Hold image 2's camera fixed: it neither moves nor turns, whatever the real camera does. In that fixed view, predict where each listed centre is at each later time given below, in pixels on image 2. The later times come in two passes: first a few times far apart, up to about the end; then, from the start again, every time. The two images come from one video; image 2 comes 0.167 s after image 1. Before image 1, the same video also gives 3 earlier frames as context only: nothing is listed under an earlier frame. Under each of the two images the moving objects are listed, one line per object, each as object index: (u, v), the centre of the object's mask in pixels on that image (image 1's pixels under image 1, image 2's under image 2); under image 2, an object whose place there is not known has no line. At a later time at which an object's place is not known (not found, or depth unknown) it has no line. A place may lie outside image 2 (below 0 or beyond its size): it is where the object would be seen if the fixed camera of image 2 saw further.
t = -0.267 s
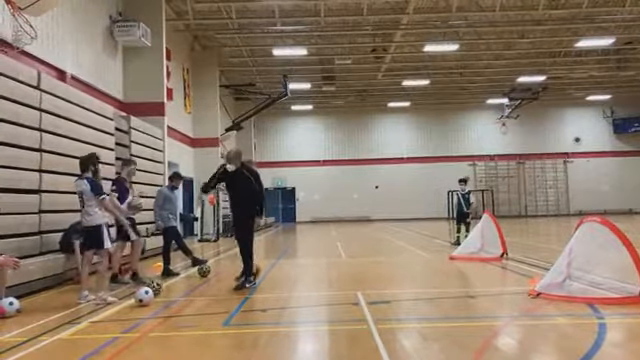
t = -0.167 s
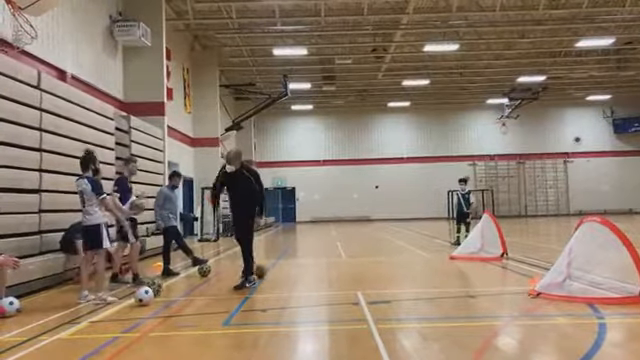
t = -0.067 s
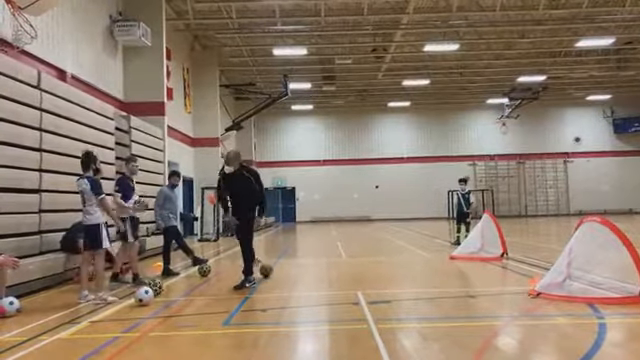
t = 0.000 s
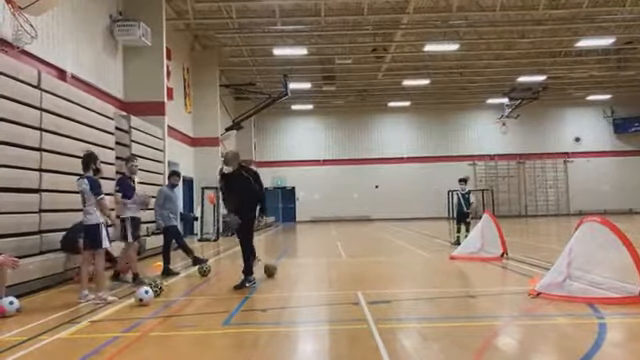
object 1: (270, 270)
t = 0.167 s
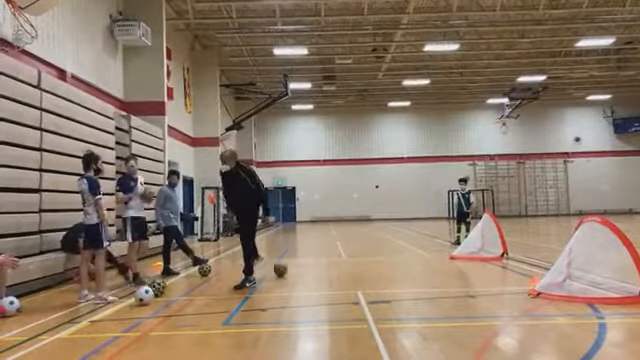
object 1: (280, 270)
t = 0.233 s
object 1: (284, 269)
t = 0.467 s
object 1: (298, 268)
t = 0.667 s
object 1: (309, 268)
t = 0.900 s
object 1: (322, 268)
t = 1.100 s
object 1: (333, 267)
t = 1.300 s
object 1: (344, 267)
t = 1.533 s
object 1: (356, 266)
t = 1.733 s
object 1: (366, 266)
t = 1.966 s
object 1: (378, 266)
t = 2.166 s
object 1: (388, 266)
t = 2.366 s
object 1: (398, 266)
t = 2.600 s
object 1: (409, 265)
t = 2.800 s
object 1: (419, 265)
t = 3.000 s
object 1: (428, 265)
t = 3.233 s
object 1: (439, 264)
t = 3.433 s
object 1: (448, 264)
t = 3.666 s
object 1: (459, 264)
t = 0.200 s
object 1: (282, 269)
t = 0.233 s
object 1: (284, 269)
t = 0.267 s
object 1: (286, 269)
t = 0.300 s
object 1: (288, 269)
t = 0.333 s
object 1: (290, 269)
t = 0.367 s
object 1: (292, 269)
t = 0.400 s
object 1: (294, 269)
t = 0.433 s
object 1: (296, 268)
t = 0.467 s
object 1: (298, 268)
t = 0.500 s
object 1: (300, 268)
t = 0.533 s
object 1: (302, 268)
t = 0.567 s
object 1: (303, 268)
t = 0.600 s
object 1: (305, 268)
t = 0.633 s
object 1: (307, 268)
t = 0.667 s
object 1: (309, 268)
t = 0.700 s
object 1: (311, 268)
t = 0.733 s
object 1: (313, 268)
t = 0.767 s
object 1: (315, 268)
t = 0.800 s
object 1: (317, 268)
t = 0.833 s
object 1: (319, 267)
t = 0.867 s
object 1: (321, 268)
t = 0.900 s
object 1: (322, 268)
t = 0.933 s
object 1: (324, 268)
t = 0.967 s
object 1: (326, 268)
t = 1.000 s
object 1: (328, 267)
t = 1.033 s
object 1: (329, 267)
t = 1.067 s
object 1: (331, 267)
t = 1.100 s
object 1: (333, 267)
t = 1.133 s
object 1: (335, 267)
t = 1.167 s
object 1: (337, 267)
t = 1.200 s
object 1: (338, 267)
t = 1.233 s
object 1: (340, 267)
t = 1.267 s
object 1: (342, 267)
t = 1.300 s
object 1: (344, 267)
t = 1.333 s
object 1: (345, 267)
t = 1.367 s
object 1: (347, 266)
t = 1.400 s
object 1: (349, 266)
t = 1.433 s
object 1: (351, 266)
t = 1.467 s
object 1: (353, 266)
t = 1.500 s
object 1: (354, 266)
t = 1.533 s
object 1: (356, 266)
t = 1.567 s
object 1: (358, 266)
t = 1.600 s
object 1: (359, 266)
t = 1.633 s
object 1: (361, 266)
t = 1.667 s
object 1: (363, 266)
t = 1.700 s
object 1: (365, 266)
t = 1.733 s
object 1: (366, 266)
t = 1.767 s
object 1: (368, 266)
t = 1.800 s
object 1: (370, 266)
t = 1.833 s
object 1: (372, 265)
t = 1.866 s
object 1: (373, 266)
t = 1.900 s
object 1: (375, 266)
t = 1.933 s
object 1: (377, 266)
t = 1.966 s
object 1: (378, 266)
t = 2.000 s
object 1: (380, 266)
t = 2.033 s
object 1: (381, 266)
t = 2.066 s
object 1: (383, 266)
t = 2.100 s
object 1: (384, 266)
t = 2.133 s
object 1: (387, 266)
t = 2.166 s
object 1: (388, 266)
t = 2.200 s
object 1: (390, 266)
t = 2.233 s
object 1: (392, 266)
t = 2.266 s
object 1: (393, 265)
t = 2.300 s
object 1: (395, 265)
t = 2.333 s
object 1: (396, 265)
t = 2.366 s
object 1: (398, 266)
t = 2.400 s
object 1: (400, 265)
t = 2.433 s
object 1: (401, 265)
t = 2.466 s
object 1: (403, 265)
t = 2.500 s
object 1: (405, 265)
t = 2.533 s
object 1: (406, 265)
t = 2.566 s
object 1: (408, 265)
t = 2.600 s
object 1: (409, 265)
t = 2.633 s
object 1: (410, 265)
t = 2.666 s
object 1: (412, 265)
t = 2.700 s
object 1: (414, 265)
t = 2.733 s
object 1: (416, 265)
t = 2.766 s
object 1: (418, 265)
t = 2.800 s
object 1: (419, 265)
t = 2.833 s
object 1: (420, 265)
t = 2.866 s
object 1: (422, 265)
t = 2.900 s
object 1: (424, 265)
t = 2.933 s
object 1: (425, 265)
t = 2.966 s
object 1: (426, 265)
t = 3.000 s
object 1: (428, 265)
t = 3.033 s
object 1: (430, 265)
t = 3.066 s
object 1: (432, 265)
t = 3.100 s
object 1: (433, 265)
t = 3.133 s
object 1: (434, 265)
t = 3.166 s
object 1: (436, 265)
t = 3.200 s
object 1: (437, 264)
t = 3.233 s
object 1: (439, 264)
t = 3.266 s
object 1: (440, 264)
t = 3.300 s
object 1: (442, 264)
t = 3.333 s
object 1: (444, 264)
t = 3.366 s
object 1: (445, 264)
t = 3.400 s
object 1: (447, 264)
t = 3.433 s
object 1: (448, 264)
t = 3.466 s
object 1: (450, 264)
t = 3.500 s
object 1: (452, 264)
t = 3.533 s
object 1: (453, 264)
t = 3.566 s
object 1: (454, 264)
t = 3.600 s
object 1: (456, 264)
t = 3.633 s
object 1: (457, 264)
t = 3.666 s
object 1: (459, 264)
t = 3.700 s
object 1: (461, 264)
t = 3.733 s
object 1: (462, 264)
